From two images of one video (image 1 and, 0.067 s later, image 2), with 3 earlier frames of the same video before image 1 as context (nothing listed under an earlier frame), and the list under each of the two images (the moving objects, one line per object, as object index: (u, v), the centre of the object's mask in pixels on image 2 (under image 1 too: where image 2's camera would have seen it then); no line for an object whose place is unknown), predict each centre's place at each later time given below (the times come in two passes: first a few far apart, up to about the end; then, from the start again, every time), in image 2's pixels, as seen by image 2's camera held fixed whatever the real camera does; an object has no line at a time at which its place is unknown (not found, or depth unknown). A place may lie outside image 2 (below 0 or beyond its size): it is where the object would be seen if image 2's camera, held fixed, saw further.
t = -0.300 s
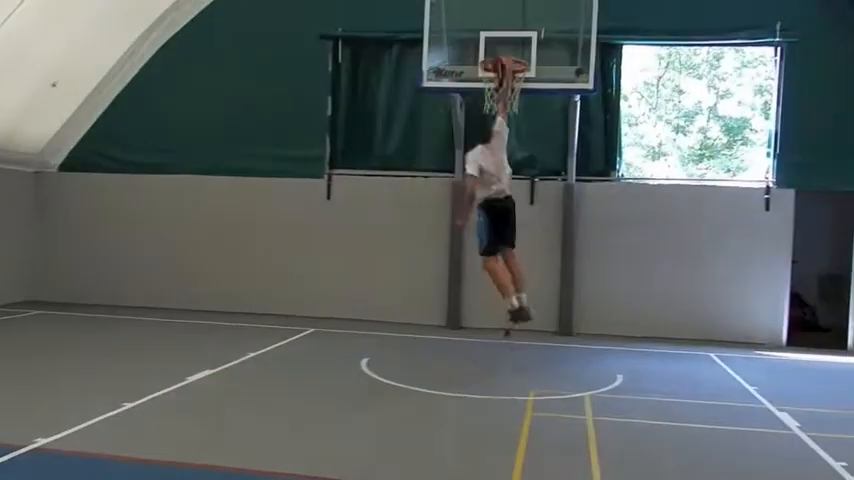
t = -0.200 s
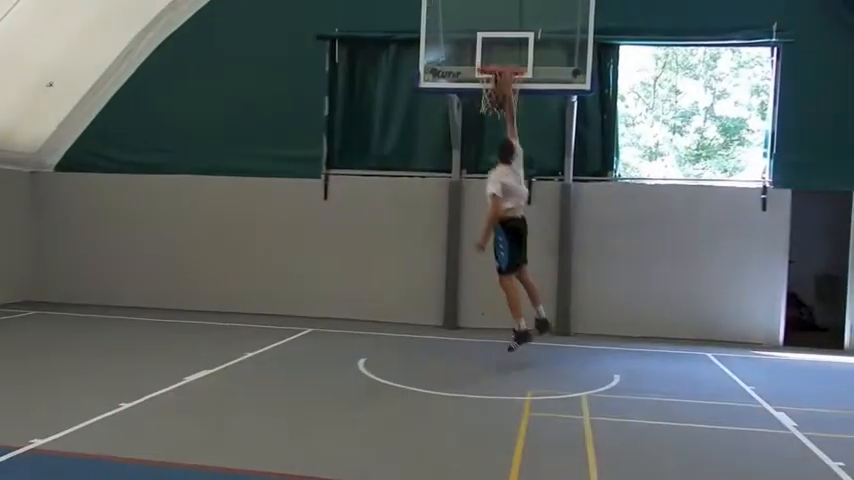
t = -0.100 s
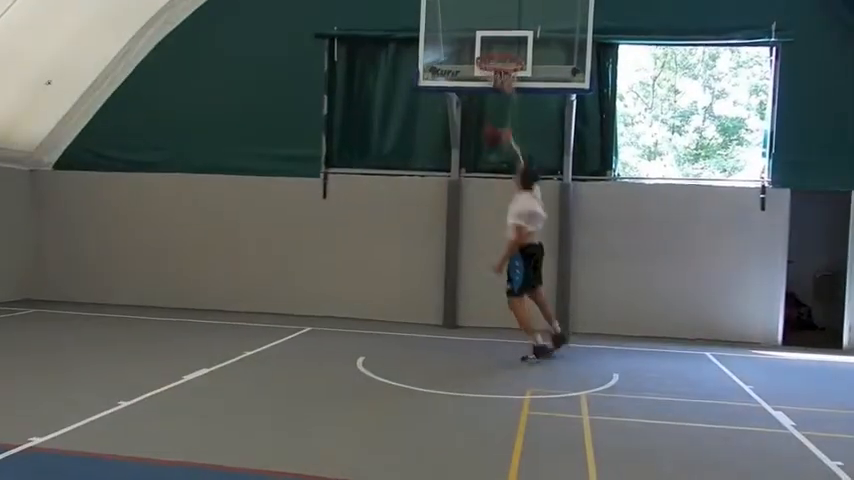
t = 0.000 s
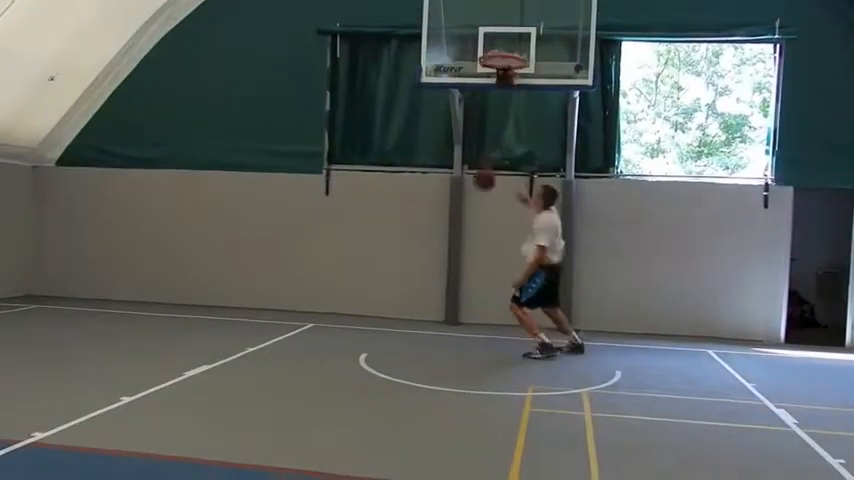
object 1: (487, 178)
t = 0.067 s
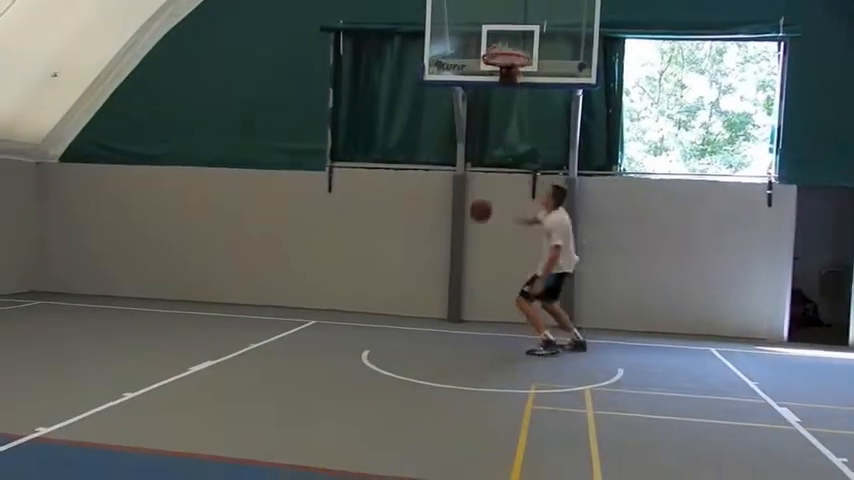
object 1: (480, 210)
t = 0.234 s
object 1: (466, 307)
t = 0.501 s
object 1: (454, 243)
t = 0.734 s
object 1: (445, 184)
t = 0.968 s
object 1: (435, 171)
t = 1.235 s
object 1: (421, 220)
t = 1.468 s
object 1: (407, 312)
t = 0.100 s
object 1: (478, 229)
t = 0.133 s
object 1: (474, 247)
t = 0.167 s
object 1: (472, 267)
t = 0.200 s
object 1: (469, 287)
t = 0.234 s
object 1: (466, 307)
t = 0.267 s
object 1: (461, 330)
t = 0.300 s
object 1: (459, 331)
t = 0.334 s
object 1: (460, 315)
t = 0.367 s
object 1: (459, 298)
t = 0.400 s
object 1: (458, 284)
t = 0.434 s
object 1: (456, 269)
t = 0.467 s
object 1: (456, 255)
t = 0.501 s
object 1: (454, 243)
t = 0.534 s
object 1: (453, 232)
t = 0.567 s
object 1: (452, 222)
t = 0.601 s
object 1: (449, 213)
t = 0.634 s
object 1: (448, 204)
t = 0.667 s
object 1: (447, 196)
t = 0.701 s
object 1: (446, 190)
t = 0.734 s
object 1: (445, 184)
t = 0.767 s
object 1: (443, 180)
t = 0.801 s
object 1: (442, 175)
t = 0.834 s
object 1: (440, 172)
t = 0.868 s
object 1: (440, 171)
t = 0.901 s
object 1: (438, 170)
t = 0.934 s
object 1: (437, 170)
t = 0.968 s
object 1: (435, 171)
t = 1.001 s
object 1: (433, 174)
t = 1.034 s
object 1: (432, 177)
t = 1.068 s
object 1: (430, 181)
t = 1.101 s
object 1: (428, 188)
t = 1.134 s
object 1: (426, 194)
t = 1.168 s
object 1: (424, 202)
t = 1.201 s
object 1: (422, 211)
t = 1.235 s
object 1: (421, 220)
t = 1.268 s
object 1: (419, 230)
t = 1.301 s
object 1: (418, 242)
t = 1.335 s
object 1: (415, 254)
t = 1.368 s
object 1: (413, 267)
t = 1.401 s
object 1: (411, 282)
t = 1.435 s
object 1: (409, 297)
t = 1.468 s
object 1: (407, 312)
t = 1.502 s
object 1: (405, 330)
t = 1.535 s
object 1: (403, 332)
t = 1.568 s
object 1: (401, 318)
